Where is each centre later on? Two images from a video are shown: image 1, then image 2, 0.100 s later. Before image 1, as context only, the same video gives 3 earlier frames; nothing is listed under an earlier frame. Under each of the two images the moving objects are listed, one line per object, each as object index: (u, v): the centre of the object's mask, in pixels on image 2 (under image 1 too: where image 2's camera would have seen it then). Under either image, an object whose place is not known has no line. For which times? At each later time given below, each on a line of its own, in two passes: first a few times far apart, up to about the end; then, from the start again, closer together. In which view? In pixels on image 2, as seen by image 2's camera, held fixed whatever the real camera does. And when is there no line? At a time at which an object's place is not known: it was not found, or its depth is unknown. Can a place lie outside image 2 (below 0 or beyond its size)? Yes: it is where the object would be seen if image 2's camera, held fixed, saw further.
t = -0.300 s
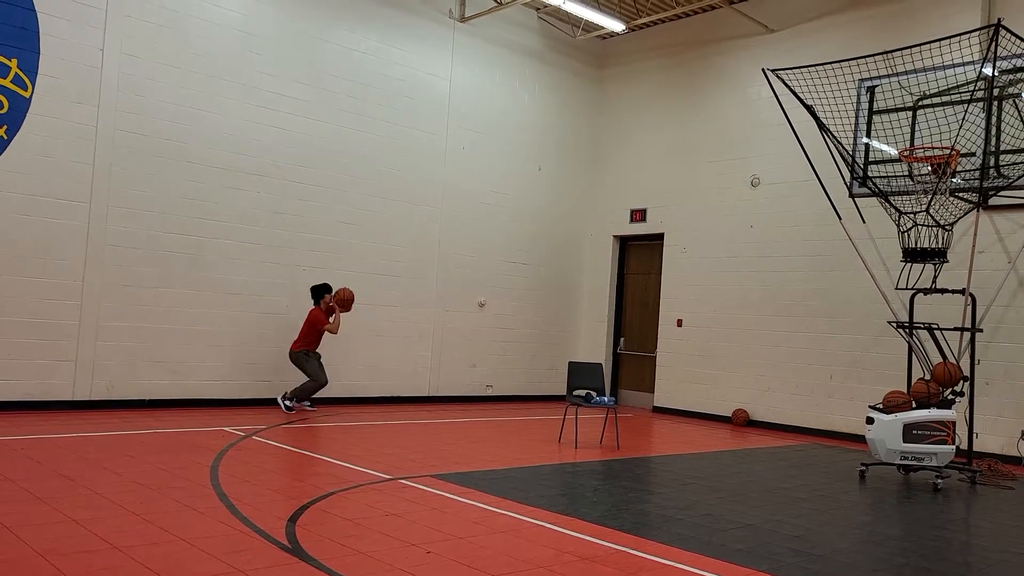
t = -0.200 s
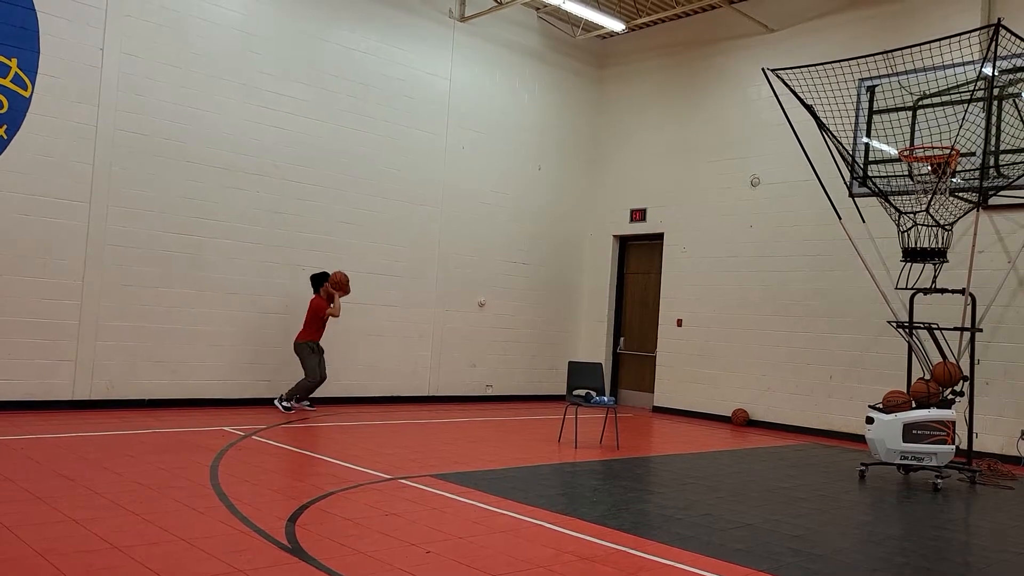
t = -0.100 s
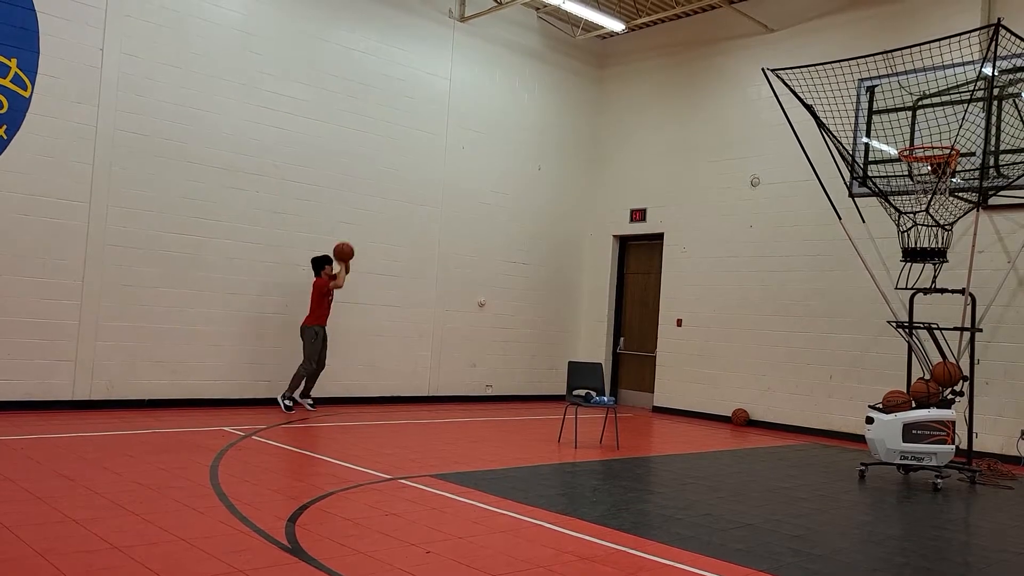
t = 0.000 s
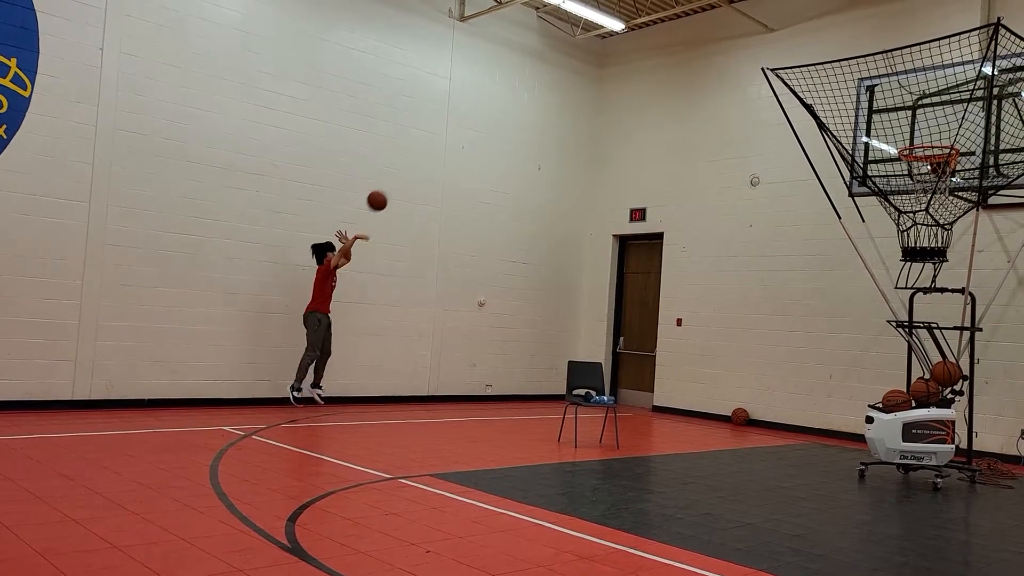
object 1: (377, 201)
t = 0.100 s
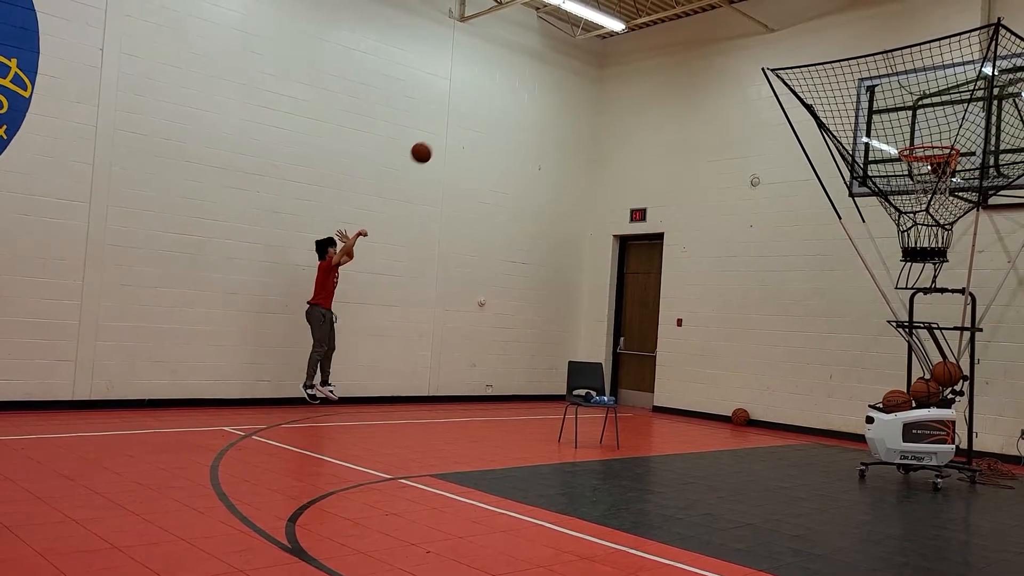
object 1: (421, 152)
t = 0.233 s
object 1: (480, 99)
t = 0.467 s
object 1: (583, 38)
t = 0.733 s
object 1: (708, 25)
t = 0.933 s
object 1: (804, 57)
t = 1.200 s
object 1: (934, 131)
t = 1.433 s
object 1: (1013, 63)
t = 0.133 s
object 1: (436, 138)
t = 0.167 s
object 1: (450, 124)
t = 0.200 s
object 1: (465, 111)
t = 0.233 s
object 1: (480, 99)
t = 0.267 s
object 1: (494, 88)
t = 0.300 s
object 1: (509, 78)
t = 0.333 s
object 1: (524, 68)
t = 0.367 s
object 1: (539, 59)
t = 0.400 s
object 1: (554, 51)
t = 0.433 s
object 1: (569, 45)
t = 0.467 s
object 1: (583, 38)
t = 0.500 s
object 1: (599, 34)
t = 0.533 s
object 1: (615, 29)
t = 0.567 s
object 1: (630, 26)
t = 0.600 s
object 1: (645, 24)
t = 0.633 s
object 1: (661, 22)
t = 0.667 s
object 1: (677, 22)
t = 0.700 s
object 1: (692, 22)
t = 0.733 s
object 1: (708, 25)
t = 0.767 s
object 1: (723, 27)
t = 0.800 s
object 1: (740, 31)
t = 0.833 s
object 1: (756, 36)
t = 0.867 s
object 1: (772, 42)
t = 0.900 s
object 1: (788, 49)
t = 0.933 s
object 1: (804, 57)
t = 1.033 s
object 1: (854, 90)
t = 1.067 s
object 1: (872, 101)
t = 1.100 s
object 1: (889, 117)
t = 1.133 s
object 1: (906, 133)
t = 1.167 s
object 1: (922, 145)
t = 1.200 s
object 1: (934, 131)
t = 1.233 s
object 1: (944, 119)
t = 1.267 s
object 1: (955, 107)
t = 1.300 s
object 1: (966, 96)
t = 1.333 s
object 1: (979, 86)
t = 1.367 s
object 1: (991, 78)
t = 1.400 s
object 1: (1002, 70)
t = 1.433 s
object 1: (1013, 63)
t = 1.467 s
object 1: (1022, 58)
